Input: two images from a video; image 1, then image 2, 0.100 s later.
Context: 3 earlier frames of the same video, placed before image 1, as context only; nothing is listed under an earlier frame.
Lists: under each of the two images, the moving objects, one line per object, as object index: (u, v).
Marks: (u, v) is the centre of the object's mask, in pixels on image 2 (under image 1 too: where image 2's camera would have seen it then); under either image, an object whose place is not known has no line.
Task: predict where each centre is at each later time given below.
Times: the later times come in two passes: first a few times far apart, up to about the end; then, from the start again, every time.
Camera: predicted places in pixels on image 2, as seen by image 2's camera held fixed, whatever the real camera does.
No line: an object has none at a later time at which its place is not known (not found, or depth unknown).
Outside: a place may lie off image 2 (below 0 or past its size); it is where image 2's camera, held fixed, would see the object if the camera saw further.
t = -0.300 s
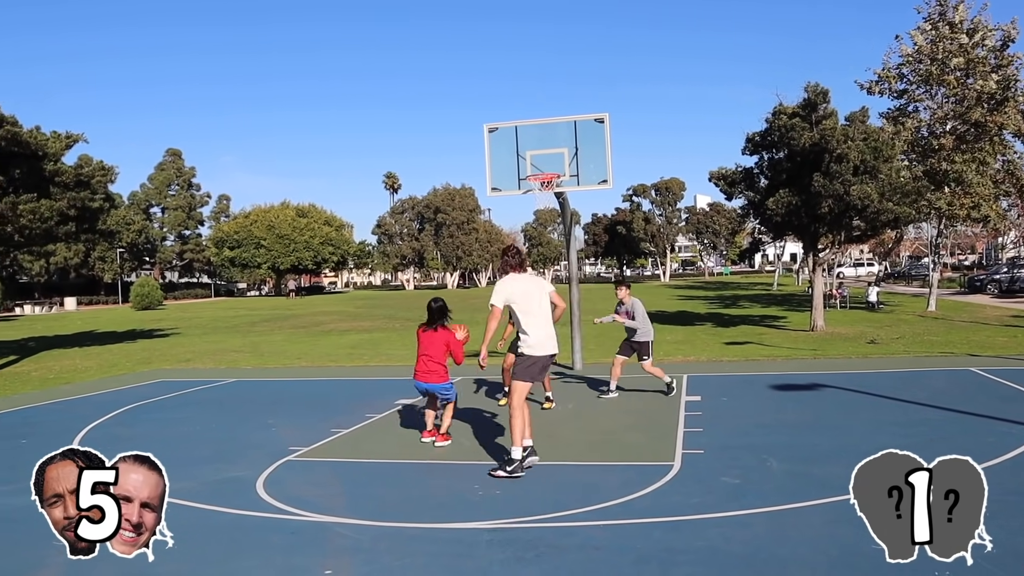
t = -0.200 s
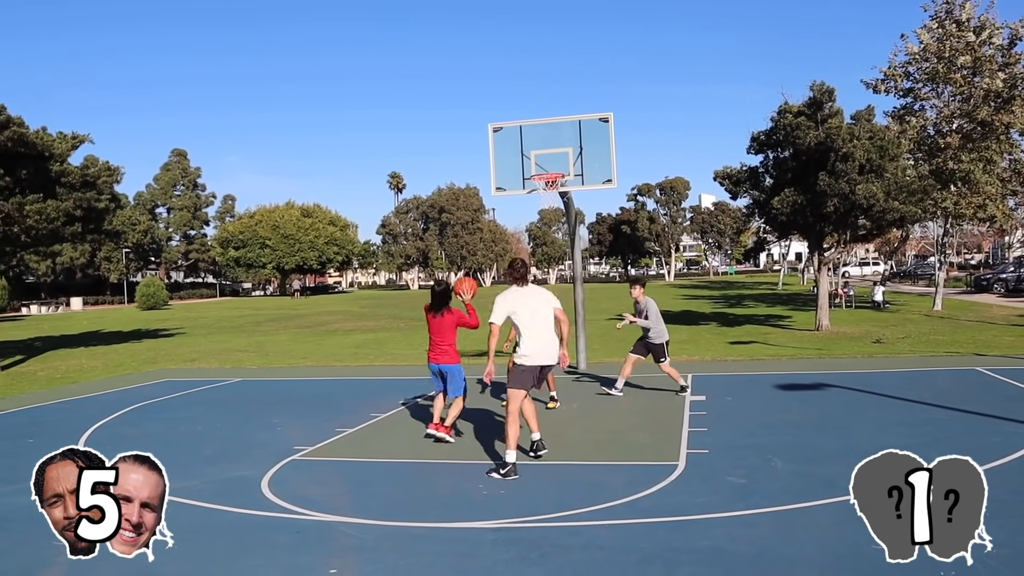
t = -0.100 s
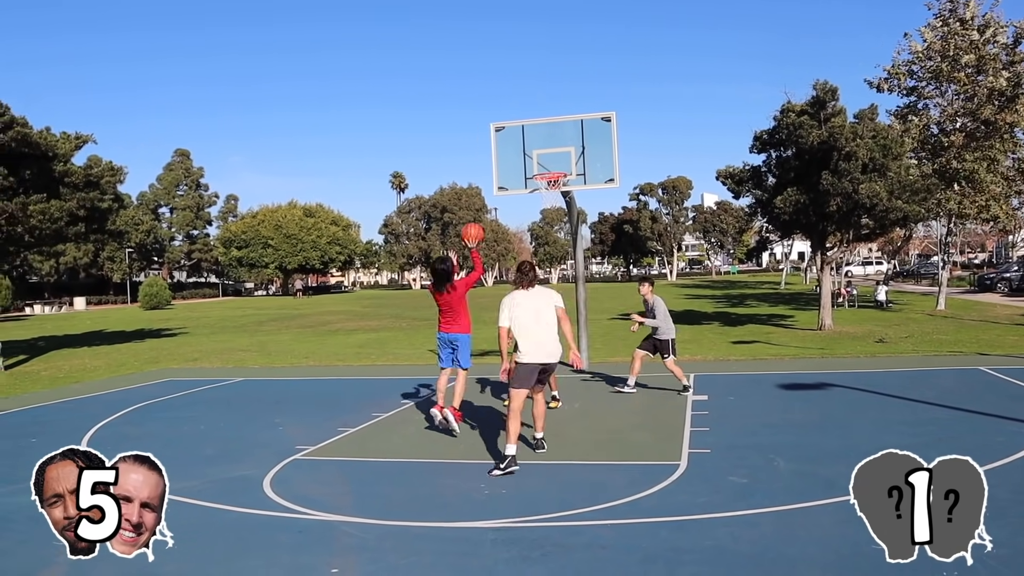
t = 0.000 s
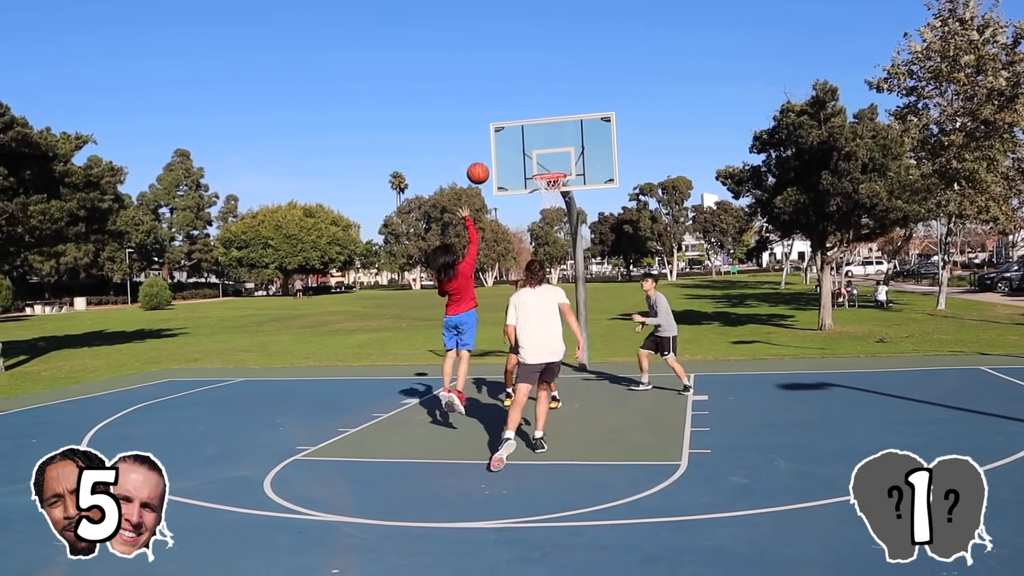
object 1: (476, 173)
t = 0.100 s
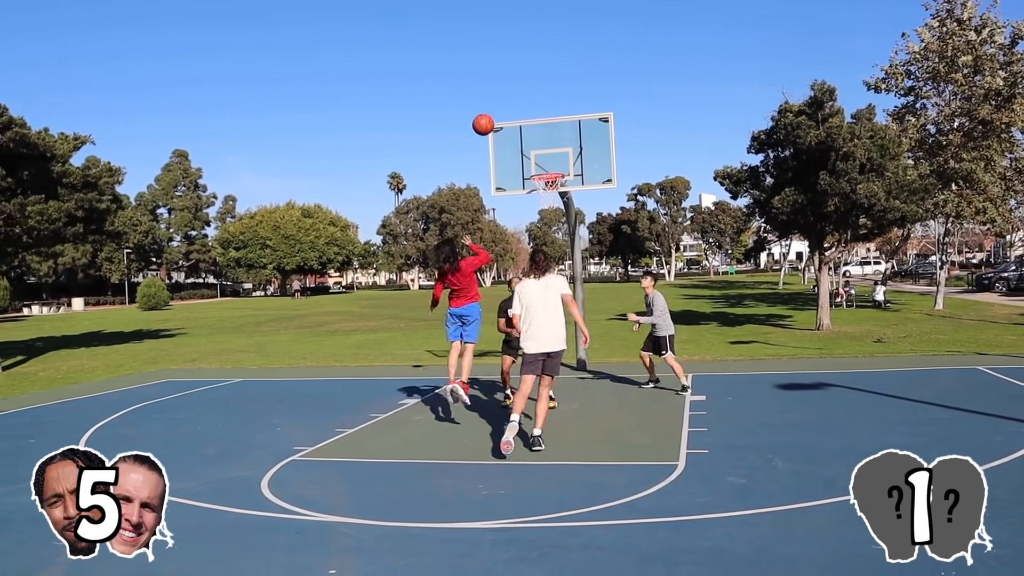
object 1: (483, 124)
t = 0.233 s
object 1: (492, 77)
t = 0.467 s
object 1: (507, 37)
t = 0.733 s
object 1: (524, 47)
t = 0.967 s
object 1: (538, 95)
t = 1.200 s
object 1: (551, 169)
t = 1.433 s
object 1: (517, 124)
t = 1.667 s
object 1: (481, 113)
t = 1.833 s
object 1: (453, 132)
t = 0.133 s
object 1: (485, 110)
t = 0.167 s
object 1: (488, 98)
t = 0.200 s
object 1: (490, 87)
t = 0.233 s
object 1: (492, 77)
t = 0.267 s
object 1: (494, 68)
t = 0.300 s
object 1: (497, 60)
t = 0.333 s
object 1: (499, 54)
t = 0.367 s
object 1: (501, 48)
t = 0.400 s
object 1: (503, 43)
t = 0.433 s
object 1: (505, 40)
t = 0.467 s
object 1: (507, 37)
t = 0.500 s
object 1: (509, 35)
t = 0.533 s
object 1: (511, 34)
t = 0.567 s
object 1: (513, 34)
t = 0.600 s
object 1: (516, 35)
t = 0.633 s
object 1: (517, 37)
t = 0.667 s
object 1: (520, 40)
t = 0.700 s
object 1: (522, 43)
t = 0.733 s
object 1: (524, 47)
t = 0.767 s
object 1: (526, 52)
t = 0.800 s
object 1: (528, 57)
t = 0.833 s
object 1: (530, 63)
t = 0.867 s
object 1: (532, 70)
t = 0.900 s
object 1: (534, 78)
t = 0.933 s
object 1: (536, 86)
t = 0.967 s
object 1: (538, 95)
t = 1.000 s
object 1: (540, 105)
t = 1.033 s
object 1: (542, 115)
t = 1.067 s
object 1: (544, 126)
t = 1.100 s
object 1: (546, 138)
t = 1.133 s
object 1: (548, 150)
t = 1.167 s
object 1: (550, 163)
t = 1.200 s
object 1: (551, 169)
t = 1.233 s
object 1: (546, 162)
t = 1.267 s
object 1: (541, 154)
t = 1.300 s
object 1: (537, 146)
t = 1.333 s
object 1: (532, 140)
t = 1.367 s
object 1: (527, 134)
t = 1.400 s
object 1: (522, 129)
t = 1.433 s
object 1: (517, 124)
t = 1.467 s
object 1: (512, 120)
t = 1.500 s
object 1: (507, 117)
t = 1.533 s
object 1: (502, 115)
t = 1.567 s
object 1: (497, 113)
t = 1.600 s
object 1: (491, 112)
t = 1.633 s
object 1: (486, 112)
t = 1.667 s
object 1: (481, 113)
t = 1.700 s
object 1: (475, 115)
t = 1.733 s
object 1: (470, 118)
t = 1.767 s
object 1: (464, 122)
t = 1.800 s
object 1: (459, 127)
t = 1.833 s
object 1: (453, 132)
